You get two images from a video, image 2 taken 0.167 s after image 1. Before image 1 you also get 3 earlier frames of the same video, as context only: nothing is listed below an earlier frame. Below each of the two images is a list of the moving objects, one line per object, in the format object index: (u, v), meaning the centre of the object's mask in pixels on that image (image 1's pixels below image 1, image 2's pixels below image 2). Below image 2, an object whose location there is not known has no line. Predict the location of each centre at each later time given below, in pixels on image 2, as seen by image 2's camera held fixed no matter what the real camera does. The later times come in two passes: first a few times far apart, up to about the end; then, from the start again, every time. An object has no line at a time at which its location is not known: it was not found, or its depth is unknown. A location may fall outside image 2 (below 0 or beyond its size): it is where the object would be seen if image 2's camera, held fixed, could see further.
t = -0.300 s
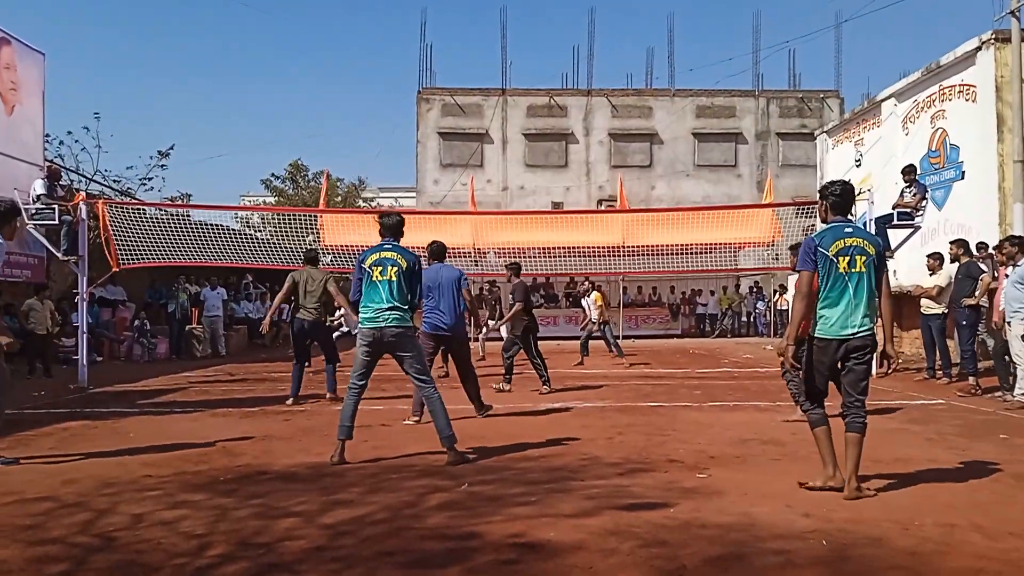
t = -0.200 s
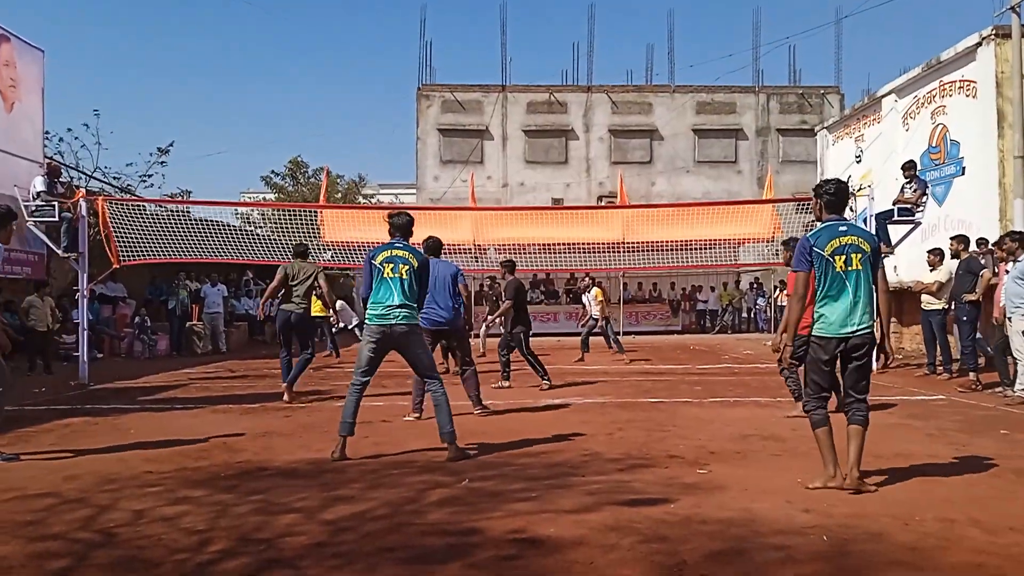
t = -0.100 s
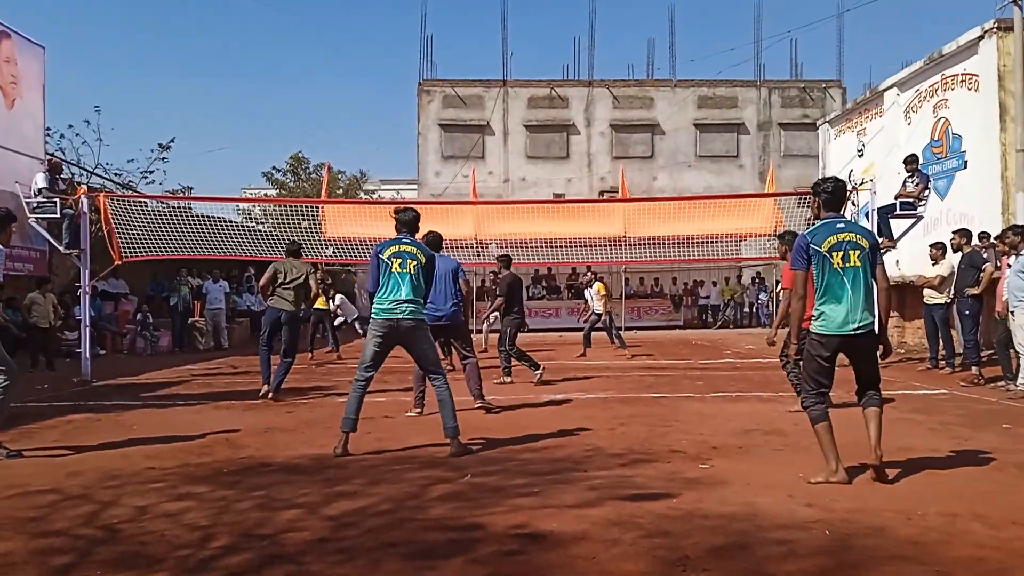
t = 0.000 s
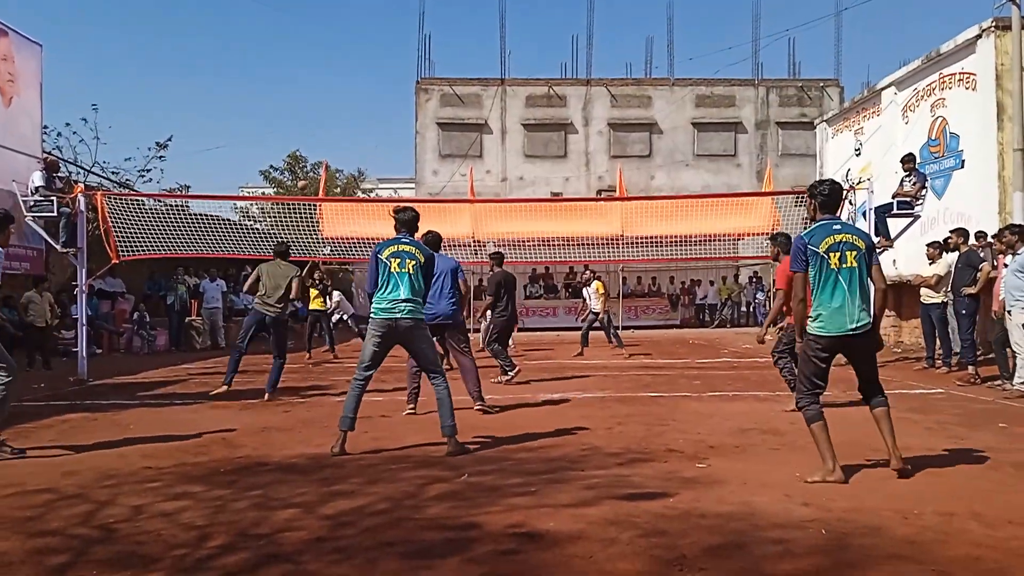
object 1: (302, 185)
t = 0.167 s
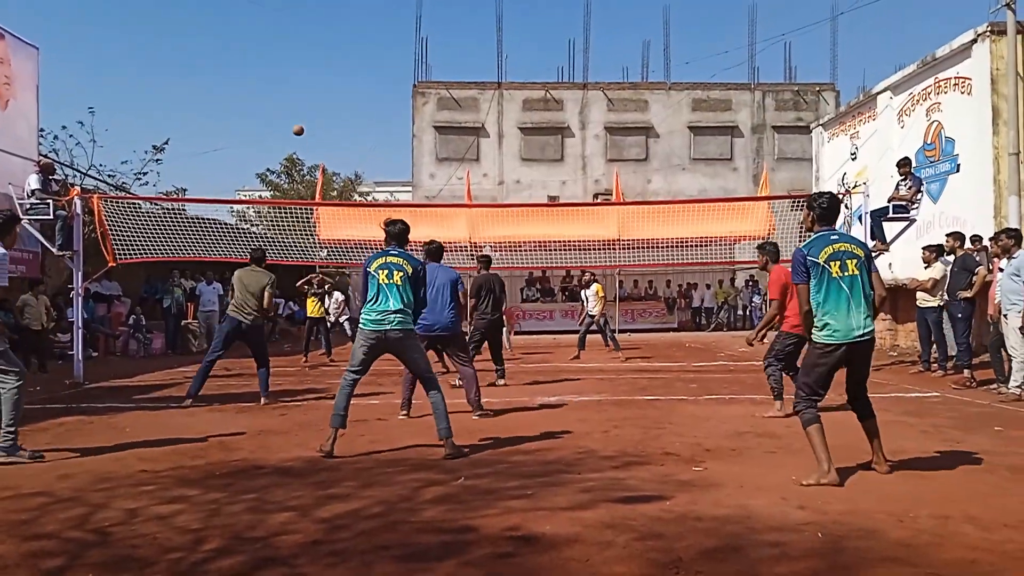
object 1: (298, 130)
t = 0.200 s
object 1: (298, 120)
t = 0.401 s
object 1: (296, 64)
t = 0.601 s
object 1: (293, 28)
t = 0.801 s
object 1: (289, 19)
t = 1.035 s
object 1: (283, 61)
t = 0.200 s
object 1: (298, 120)
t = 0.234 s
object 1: (297, 109)
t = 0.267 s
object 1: (297, 100)
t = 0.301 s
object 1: (297, 90)
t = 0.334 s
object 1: (296, 81)
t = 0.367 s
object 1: (296, 72)
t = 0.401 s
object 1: (296, 64)
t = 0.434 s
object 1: (295, 57)
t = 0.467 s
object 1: (295, 50)
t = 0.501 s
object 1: (295, 44)
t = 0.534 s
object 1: (294, 38)
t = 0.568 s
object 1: (294, 33)
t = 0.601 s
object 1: (293, 28)
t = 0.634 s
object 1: (292, 24)
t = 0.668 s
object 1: (292, 22)
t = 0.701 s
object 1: (291, 19)
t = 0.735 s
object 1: (291, 18)
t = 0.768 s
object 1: (290, 18)
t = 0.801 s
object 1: (289, 19)
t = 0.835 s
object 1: (288, 20)
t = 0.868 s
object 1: (288, 24)
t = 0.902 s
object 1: (287, 28)
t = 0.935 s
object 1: (286, 34)
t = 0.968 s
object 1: (285, 41)
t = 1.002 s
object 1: (284, 50)
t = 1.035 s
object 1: (283, 61)
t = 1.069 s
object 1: (281, 74)
